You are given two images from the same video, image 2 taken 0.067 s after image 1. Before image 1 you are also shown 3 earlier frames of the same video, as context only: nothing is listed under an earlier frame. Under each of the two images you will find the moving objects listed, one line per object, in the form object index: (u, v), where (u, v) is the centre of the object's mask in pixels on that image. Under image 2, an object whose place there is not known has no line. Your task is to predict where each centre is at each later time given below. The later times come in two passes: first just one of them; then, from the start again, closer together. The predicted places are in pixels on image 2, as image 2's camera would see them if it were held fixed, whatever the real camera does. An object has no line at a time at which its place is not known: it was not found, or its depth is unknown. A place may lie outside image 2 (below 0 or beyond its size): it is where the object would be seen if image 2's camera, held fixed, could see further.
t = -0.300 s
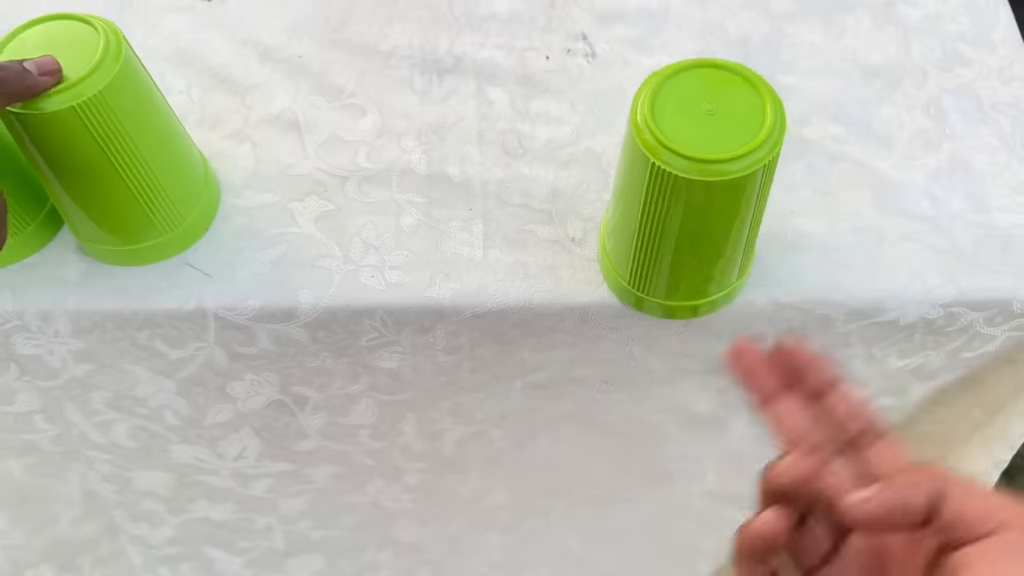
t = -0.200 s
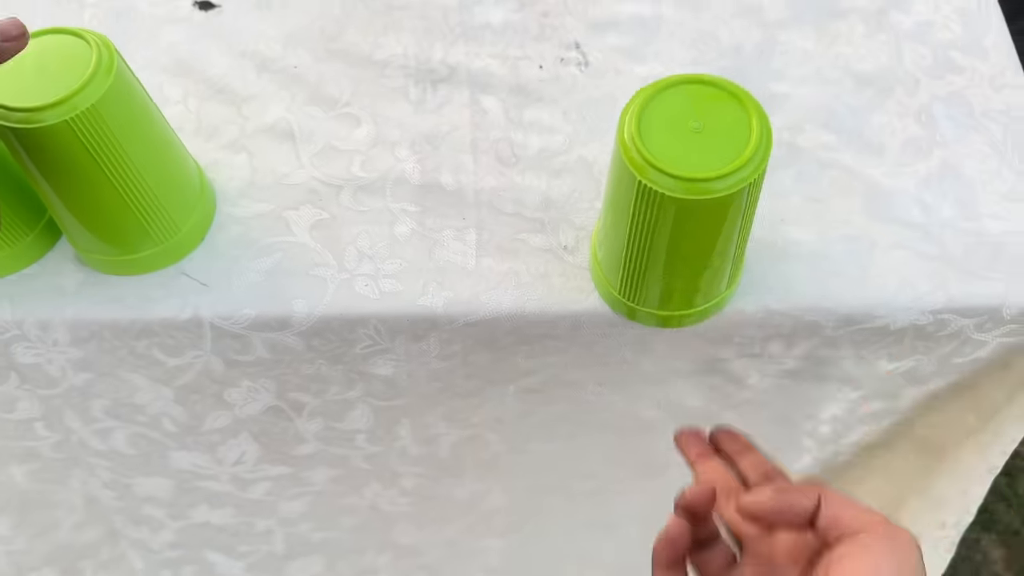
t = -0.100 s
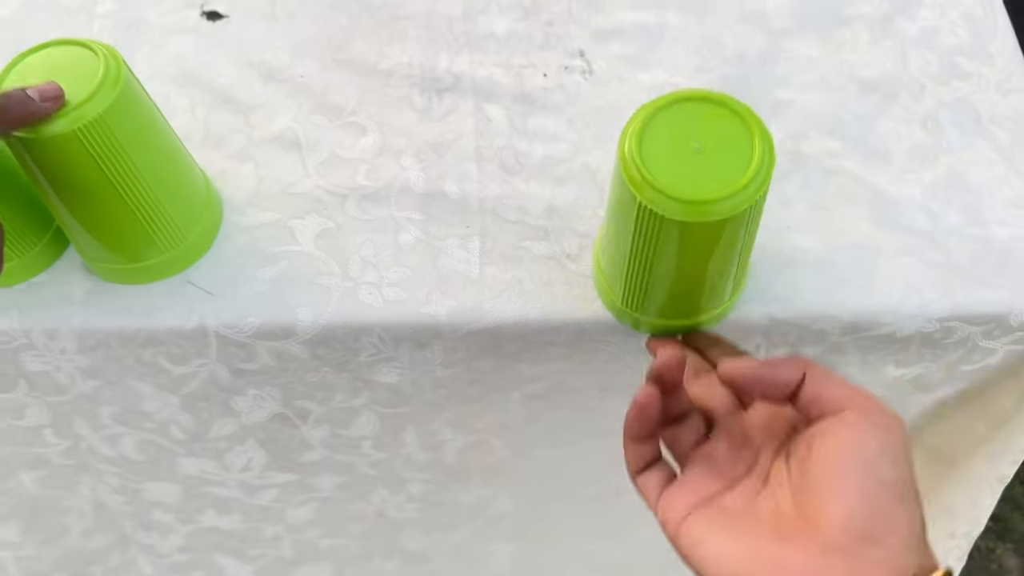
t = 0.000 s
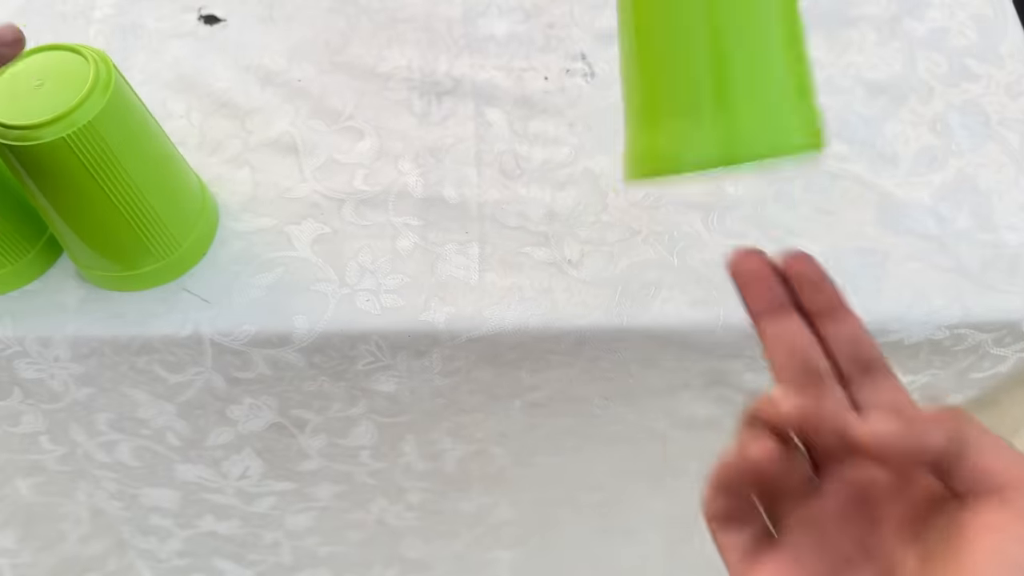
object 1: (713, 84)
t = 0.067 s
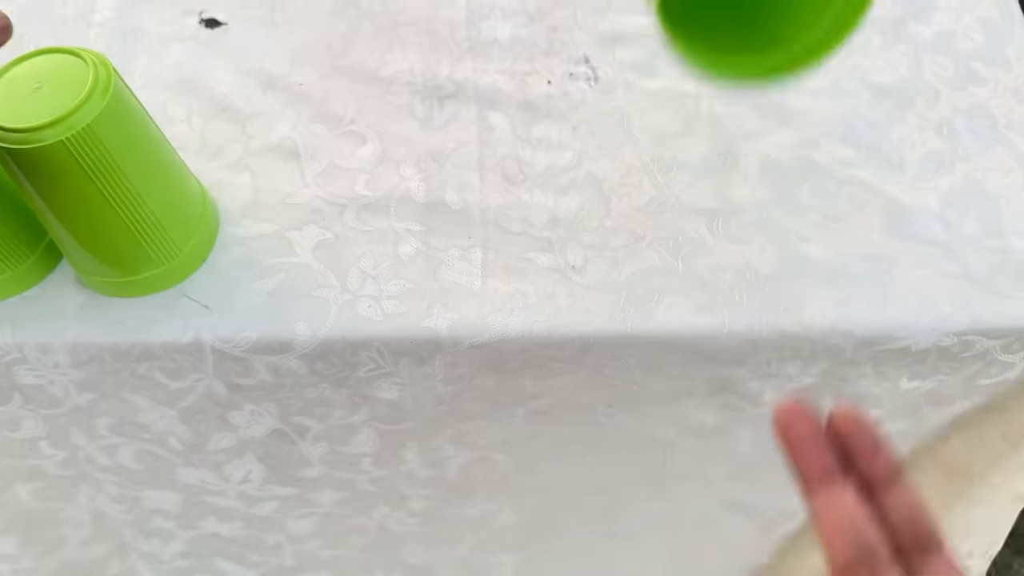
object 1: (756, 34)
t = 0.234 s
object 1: (683, 37)
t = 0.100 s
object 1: (688, 7)
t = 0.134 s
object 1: (684, 24)
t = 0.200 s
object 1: (687, 47)
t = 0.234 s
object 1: (683, 37)
